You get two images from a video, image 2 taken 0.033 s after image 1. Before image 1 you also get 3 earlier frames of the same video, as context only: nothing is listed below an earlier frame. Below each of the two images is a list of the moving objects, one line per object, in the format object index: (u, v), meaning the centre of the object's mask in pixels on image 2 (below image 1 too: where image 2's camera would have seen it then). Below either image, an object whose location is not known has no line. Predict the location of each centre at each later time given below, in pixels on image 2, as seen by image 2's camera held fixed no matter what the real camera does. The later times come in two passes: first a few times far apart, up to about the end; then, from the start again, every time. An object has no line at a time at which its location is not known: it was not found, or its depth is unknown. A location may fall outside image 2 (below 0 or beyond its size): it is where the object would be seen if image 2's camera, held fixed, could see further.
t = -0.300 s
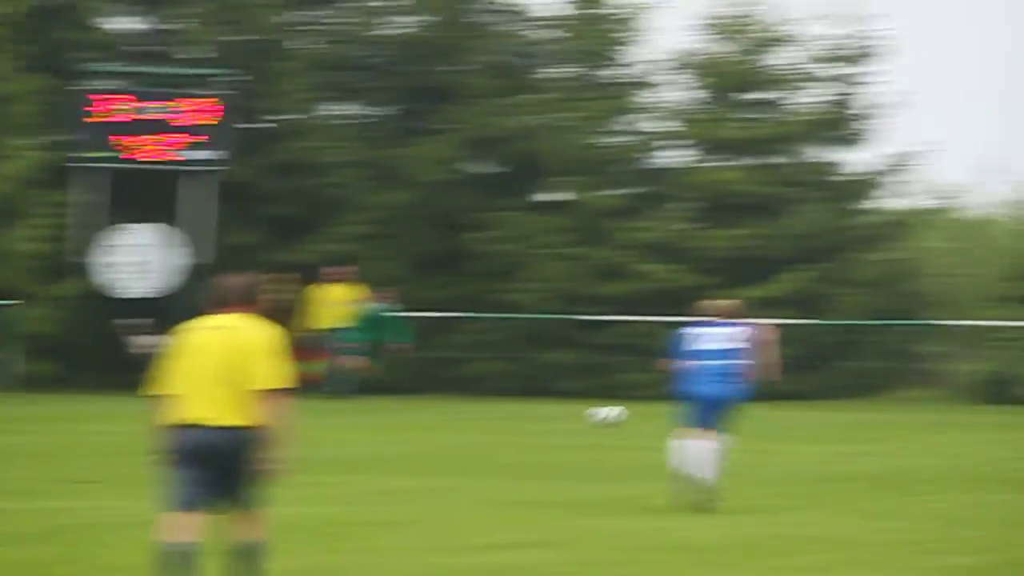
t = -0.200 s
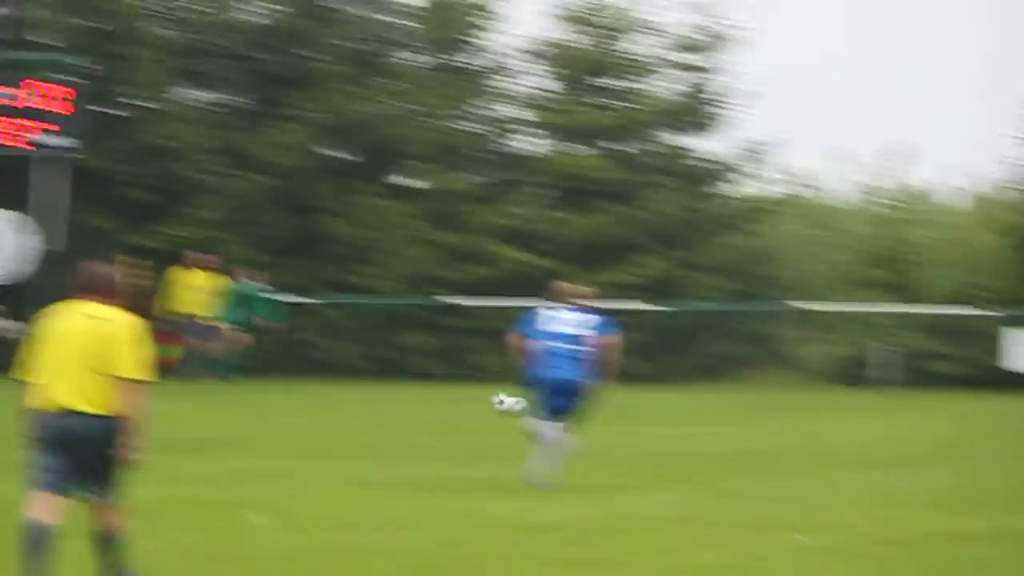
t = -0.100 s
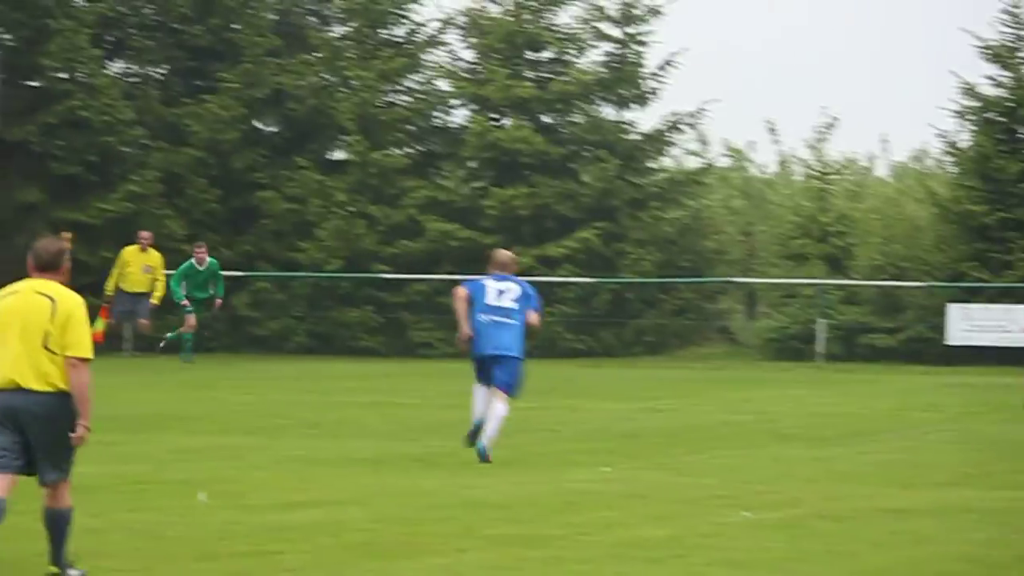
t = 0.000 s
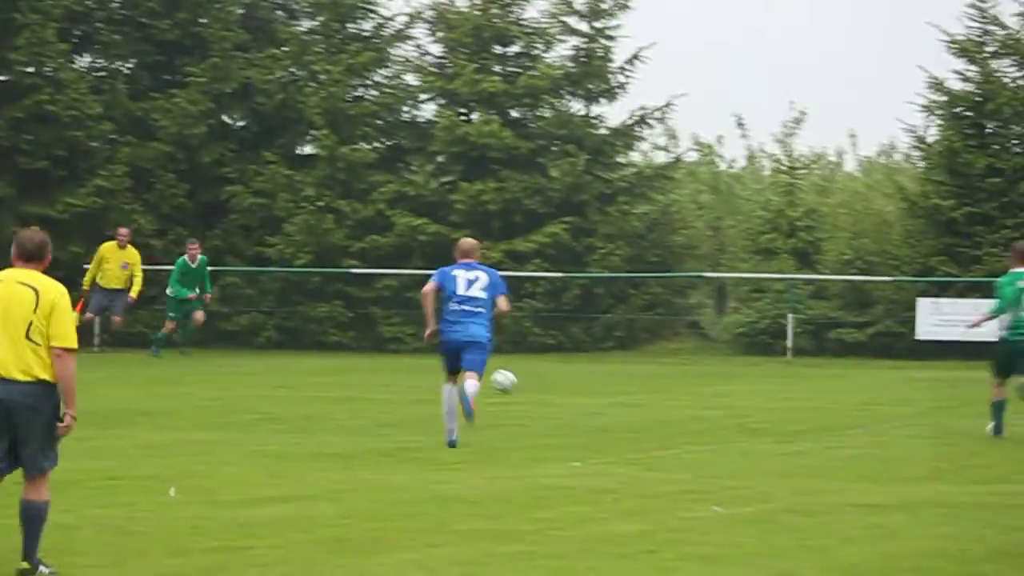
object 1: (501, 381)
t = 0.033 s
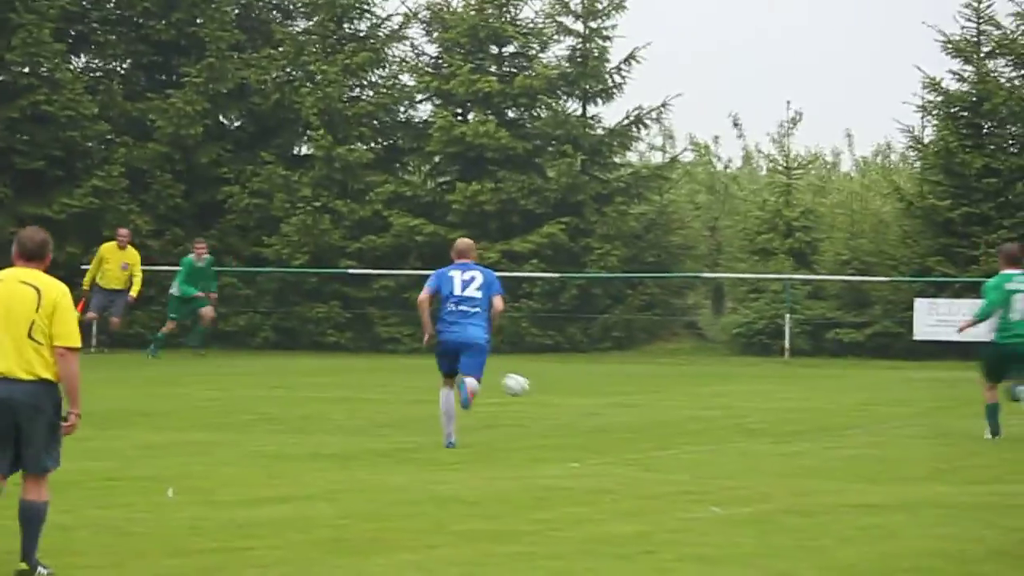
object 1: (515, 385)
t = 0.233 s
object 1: (597, 390)
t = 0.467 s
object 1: (689, 397)
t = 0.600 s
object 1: (739, 400)
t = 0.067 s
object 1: (530, 387)
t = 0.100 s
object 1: (544, 387)
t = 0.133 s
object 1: (557, 387)
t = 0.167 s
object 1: (570, 387)
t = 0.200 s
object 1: (584, 389)
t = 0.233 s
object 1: (597, 390)
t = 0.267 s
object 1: (610, 390)
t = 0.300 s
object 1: (623, 391)
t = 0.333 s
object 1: (636, 392)
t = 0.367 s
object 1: (649, 394)
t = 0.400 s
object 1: (662, 396)
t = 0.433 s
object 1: (675, 397)
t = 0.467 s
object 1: (689, 397)
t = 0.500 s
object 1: (701, 398)
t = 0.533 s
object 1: (714, 399)
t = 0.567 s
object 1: (727, 400)
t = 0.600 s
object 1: (739, 400)
